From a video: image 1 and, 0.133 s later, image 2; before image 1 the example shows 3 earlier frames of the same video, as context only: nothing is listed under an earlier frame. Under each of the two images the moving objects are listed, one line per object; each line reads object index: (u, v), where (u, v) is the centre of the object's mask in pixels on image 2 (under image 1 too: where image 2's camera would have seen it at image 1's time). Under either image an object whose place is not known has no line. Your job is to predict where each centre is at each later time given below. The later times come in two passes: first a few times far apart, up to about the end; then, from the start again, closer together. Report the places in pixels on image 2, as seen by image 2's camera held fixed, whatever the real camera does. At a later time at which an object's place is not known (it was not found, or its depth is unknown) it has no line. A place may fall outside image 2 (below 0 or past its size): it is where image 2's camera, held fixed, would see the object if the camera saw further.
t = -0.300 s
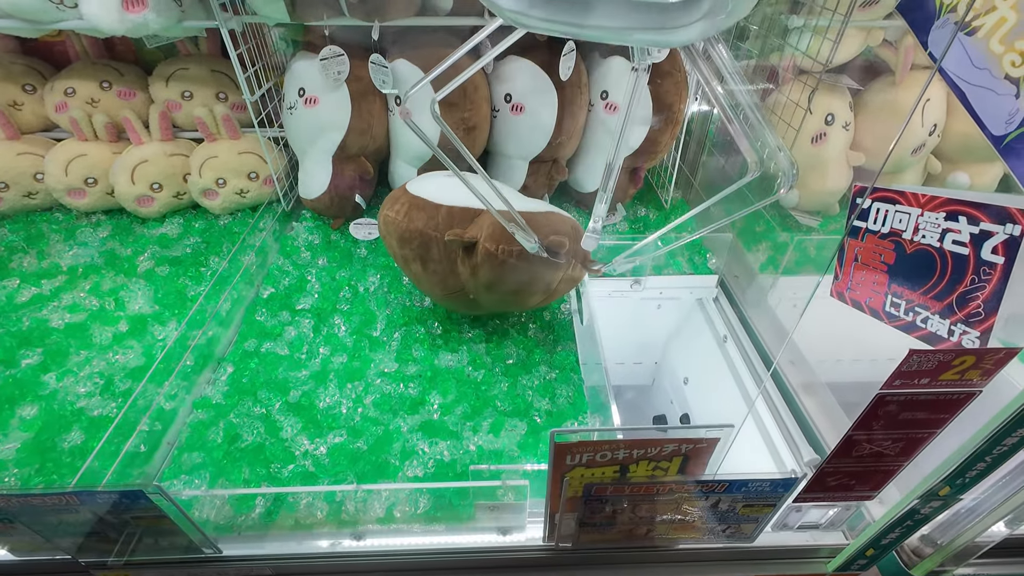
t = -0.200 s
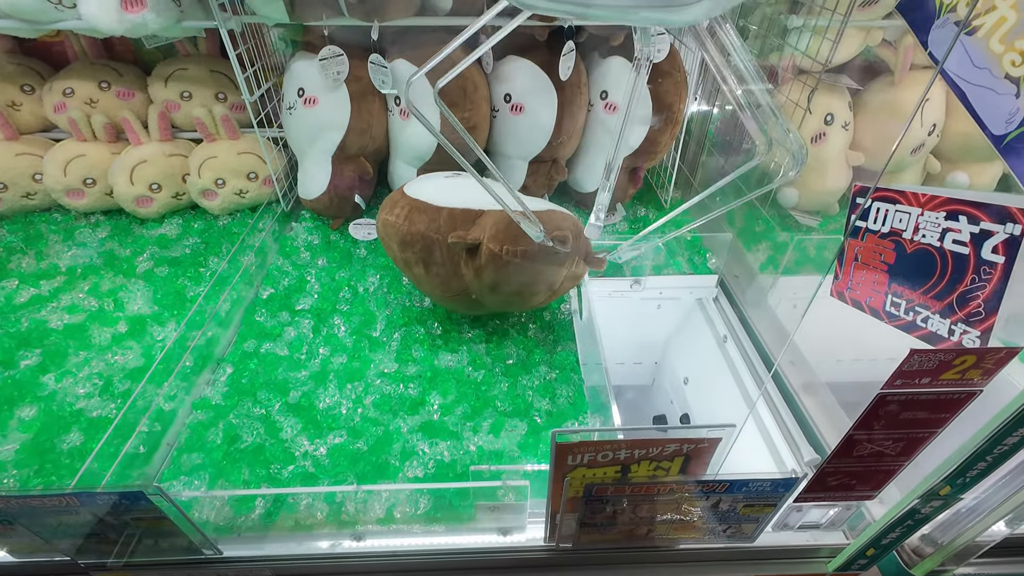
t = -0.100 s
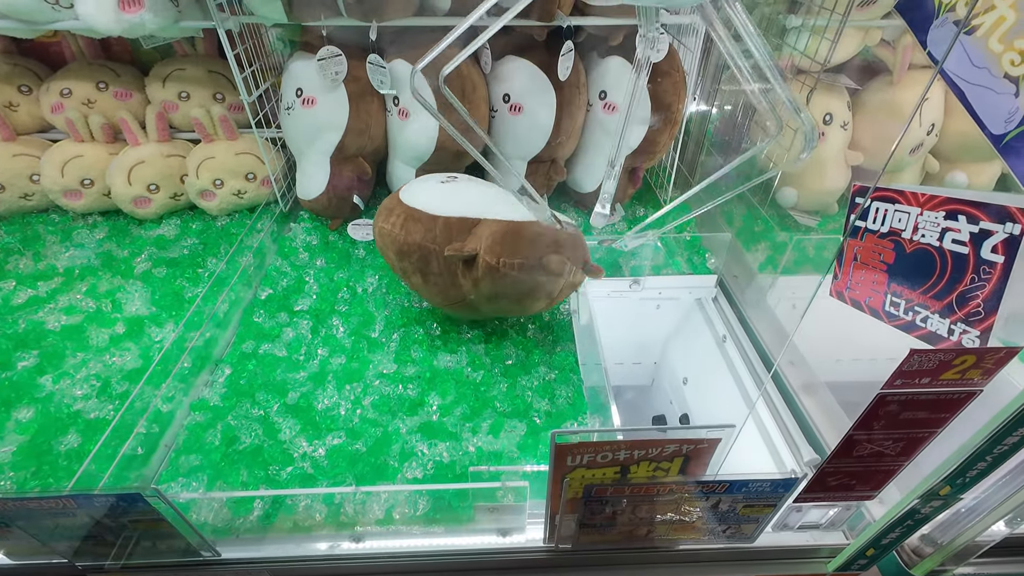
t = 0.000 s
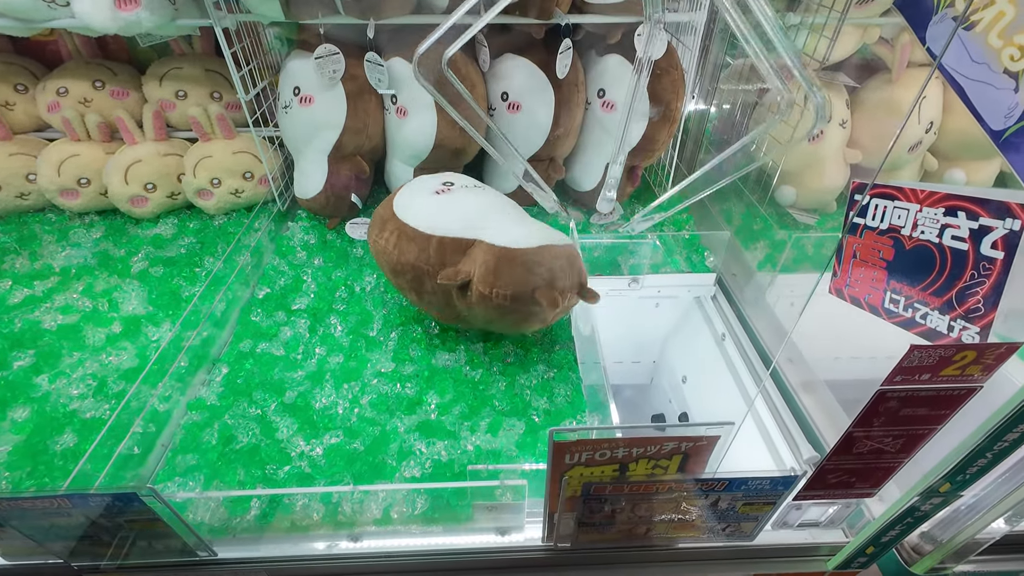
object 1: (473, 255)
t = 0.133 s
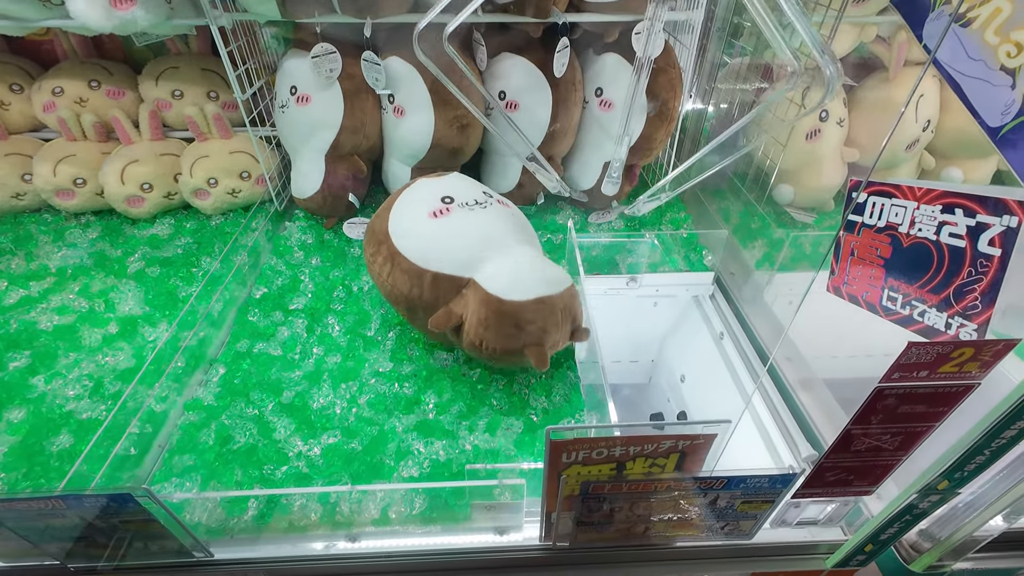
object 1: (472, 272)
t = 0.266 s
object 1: (470, 286)
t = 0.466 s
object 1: (454, 292)
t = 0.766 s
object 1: (444, 292)
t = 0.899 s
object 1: (447, 298)
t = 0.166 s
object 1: (472, 277)
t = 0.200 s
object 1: (473, 281)
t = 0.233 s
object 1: (472, 283)
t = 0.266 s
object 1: (470, 286)
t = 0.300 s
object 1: (468, 287)
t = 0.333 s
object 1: (464, 288)
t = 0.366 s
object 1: (461, 288)
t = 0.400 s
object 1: (458, 289)
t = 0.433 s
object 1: (456, 290)
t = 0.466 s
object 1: (454, 292)
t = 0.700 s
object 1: (446, 297)
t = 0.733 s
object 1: (446, 297)
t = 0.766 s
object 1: (444, 292)
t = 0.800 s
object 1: (446, 297)
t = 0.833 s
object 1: (446, 298)
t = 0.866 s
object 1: (446, 298)
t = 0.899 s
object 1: (447, 298)
